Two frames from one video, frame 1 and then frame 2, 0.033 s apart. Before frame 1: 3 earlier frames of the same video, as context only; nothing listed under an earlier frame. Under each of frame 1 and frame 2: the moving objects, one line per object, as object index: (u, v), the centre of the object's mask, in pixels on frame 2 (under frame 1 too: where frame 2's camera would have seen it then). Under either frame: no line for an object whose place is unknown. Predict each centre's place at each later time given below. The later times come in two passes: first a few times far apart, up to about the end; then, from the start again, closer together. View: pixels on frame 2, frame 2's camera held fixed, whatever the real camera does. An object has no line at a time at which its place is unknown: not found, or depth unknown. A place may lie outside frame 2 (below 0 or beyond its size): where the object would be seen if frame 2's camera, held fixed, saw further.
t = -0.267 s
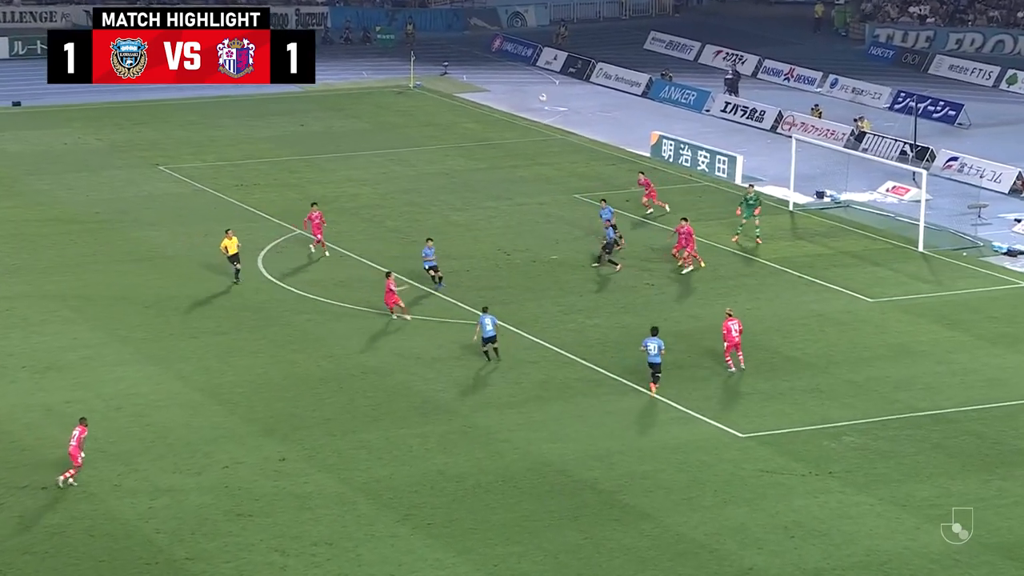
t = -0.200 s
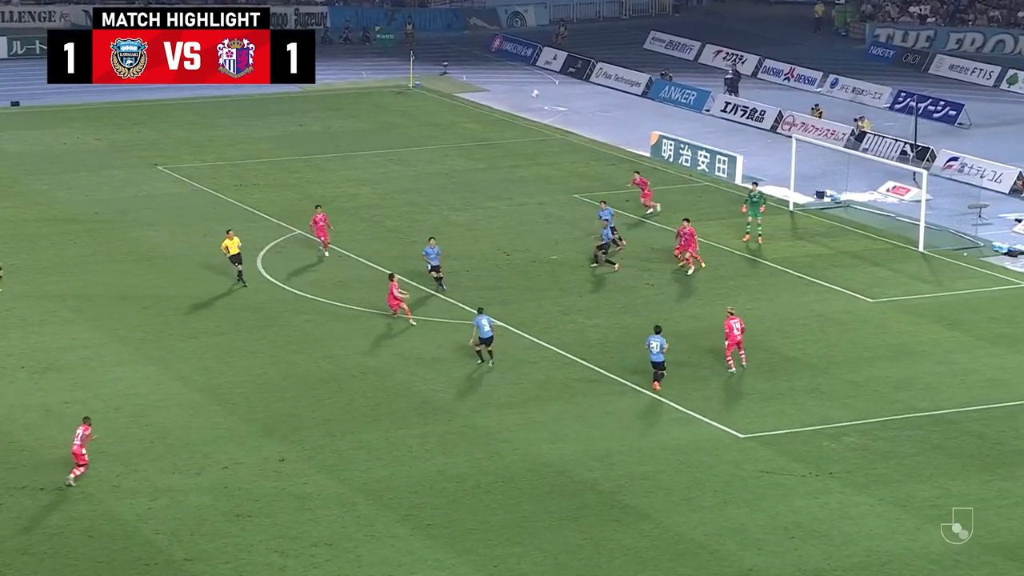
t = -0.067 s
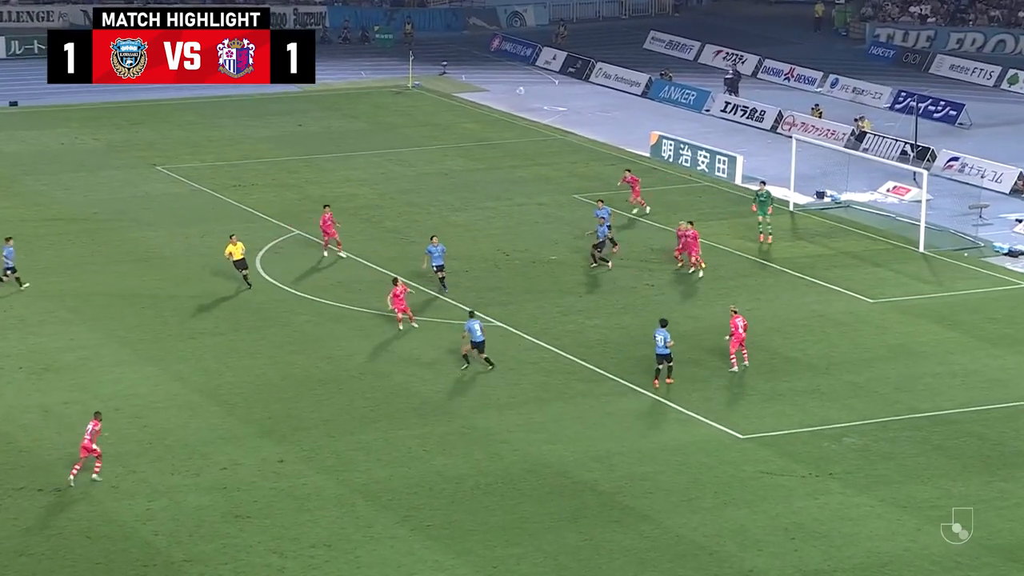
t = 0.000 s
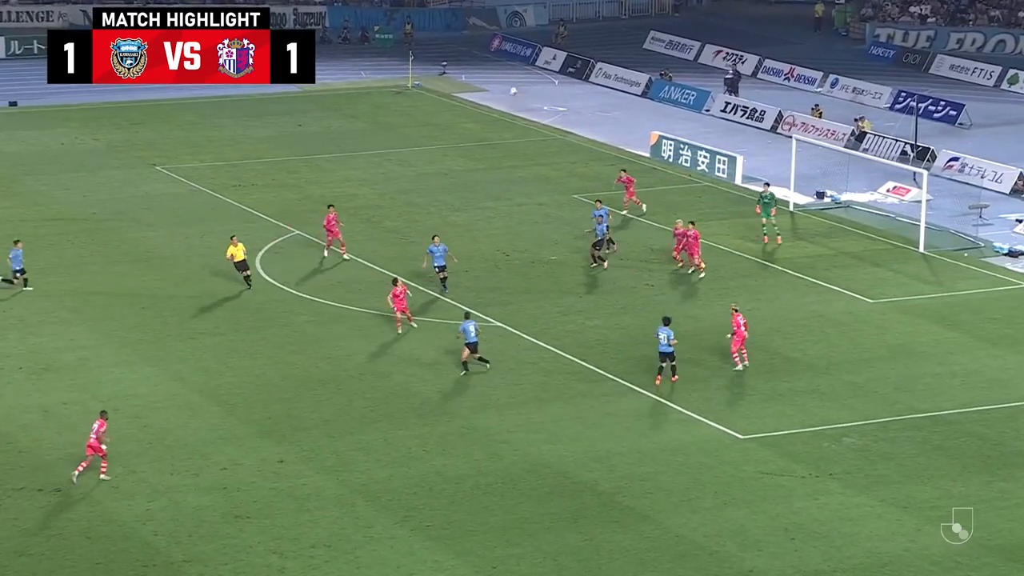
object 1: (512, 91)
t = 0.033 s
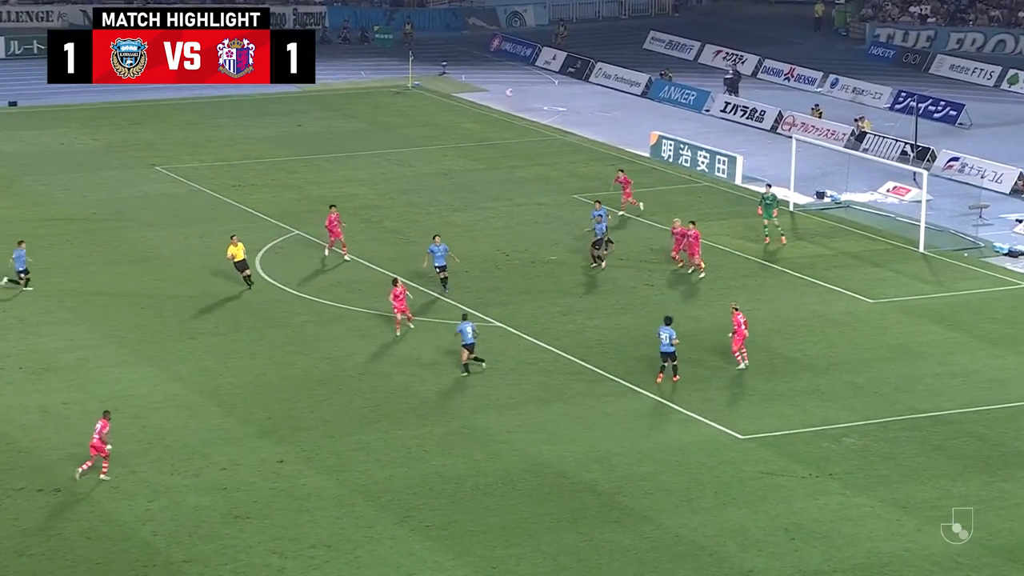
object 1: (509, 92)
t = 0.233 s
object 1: (488, 103)
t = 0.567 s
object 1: (452, 151)
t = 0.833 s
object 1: (424, 213)
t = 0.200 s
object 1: (491, 101)
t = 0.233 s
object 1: (488, 103)
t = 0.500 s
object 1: (459, 139)
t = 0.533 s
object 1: (456, 145)
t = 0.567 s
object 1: (452, 151)
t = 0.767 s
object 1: (431, 195)
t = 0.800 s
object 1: (428, 204)
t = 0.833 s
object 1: (424, 213)
